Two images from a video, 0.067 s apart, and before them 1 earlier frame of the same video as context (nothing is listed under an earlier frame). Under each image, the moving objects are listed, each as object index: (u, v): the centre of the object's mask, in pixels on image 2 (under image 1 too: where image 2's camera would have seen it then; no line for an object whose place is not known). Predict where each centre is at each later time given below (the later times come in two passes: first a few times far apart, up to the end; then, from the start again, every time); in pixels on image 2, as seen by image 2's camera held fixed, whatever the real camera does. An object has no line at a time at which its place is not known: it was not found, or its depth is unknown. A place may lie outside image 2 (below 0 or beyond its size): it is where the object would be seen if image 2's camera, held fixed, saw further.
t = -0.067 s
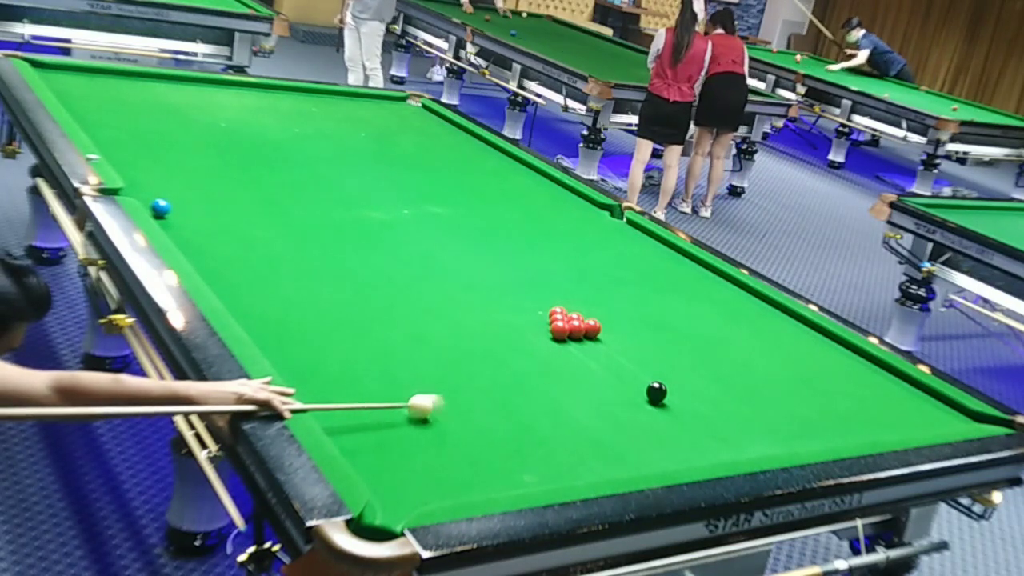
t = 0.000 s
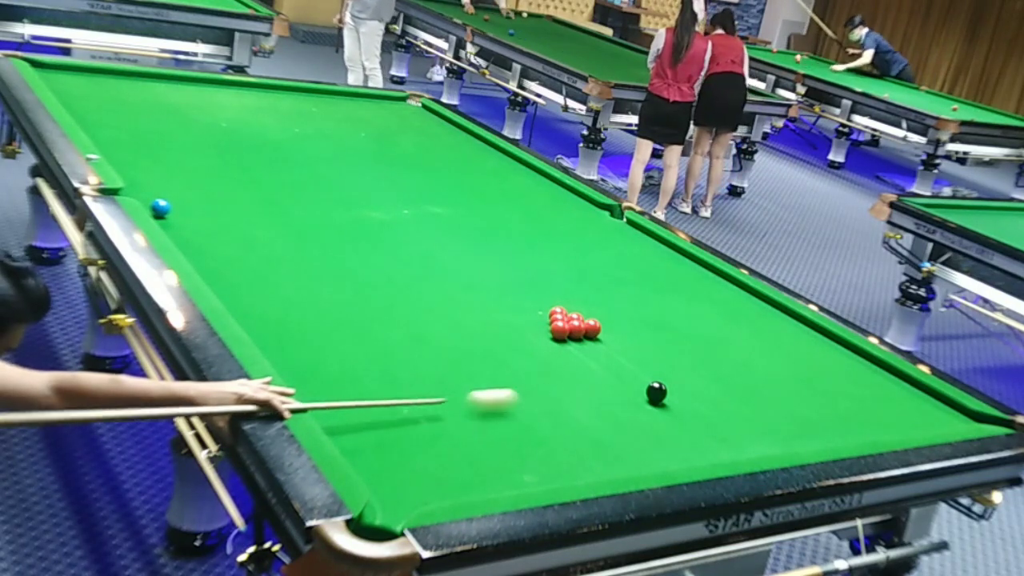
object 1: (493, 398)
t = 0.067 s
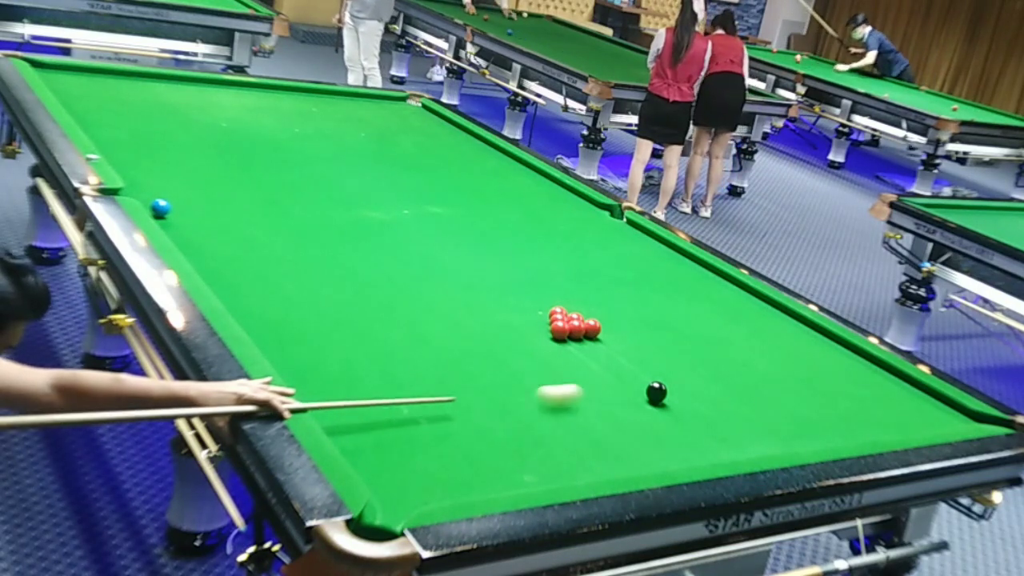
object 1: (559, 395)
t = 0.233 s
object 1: (634, 380)
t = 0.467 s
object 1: (653, 355)
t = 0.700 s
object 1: (677, 336)
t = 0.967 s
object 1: (702, 316)
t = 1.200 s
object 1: (720, 302)
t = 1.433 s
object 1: (736, 290)
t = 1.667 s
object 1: (720, 281)
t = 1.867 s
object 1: (692, 275)
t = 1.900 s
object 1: (687, 275)
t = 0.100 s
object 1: (589, 391)
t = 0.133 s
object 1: (618, 389)
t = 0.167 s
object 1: (635, 388)
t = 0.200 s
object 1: (634, 383)
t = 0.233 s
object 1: (634, 380)
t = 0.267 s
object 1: (634, 376)
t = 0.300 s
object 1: (636, 372)
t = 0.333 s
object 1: (638, 368)
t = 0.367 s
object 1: (642, 365)
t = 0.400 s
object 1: (646, 361)
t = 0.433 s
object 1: (650, 358)
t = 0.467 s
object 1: (653, 355)
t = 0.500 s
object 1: (657, 352)
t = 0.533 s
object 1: (661, 349)
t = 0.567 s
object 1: (664, 347)
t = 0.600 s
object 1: (668, 344)
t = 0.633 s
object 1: (671, 341)
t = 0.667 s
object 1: (674, 338)
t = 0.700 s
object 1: (677, 336)
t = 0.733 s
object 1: (681, 333)
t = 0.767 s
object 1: (684, 331)
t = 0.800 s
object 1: (687, 328)
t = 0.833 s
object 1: (690, 326)
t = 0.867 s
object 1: (693, 323)
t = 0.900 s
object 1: (696, 321)
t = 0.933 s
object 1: (699, 319)
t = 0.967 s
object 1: (702, 316)
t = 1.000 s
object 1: (704, 314)
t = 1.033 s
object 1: (707, 312)
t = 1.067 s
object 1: (709, 310)
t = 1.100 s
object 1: (712, 308)
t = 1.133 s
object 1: (715, 306)
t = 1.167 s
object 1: (717, 304)
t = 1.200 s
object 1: (720, 302)
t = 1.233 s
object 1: (722, 300)
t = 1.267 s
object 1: (724, 299)
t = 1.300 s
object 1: (727, 297)
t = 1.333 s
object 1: (729, 295)
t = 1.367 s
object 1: (731, 293)
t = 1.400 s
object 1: (733, 292)
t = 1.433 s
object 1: (736, 290)
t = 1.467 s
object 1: (738, 288)
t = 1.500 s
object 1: (739, 286)
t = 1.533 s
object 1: (739, 285)
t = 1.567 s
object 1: (734, 284)
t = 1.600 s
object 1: (729, 283)
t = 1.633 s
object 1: (724, 282)
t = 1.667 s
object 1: (720, 281)
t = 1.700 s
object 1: (715, 280)
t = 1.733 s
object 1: (710, 279)
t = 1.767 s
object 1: (706, 278)
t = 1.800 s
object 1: (701, 277)
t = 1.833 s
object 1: (696, 276)
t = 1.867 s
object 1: (692, 275)
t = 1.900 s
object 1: (687, 275)
